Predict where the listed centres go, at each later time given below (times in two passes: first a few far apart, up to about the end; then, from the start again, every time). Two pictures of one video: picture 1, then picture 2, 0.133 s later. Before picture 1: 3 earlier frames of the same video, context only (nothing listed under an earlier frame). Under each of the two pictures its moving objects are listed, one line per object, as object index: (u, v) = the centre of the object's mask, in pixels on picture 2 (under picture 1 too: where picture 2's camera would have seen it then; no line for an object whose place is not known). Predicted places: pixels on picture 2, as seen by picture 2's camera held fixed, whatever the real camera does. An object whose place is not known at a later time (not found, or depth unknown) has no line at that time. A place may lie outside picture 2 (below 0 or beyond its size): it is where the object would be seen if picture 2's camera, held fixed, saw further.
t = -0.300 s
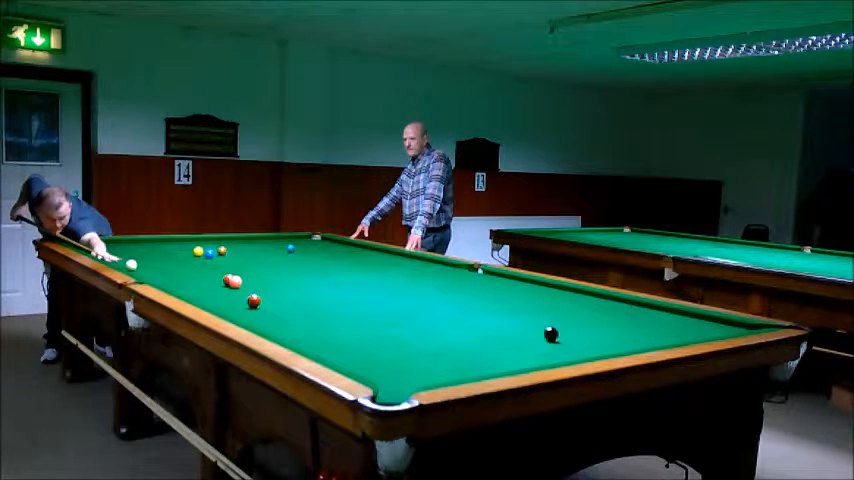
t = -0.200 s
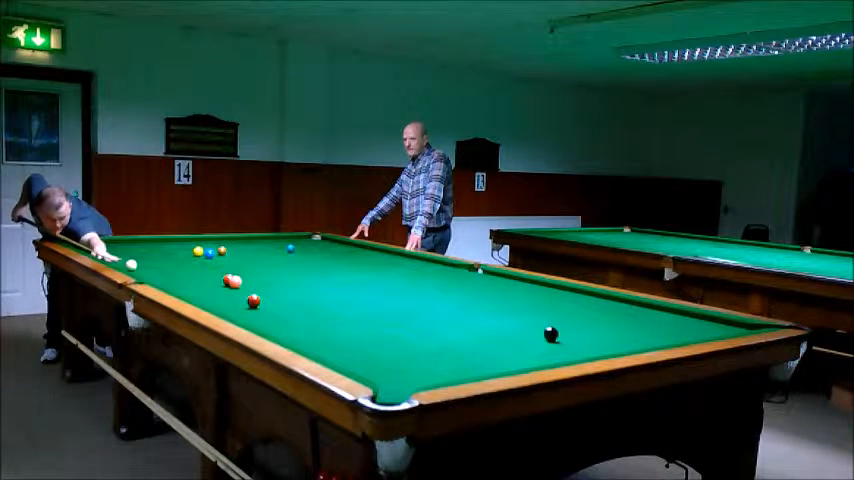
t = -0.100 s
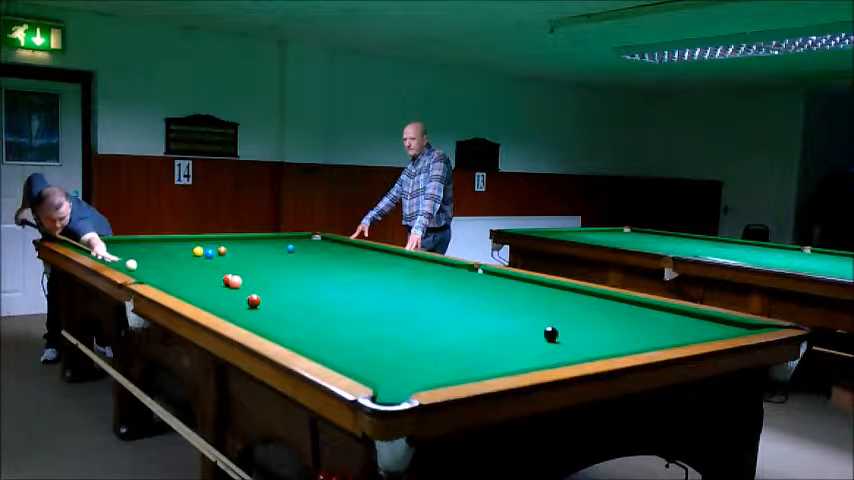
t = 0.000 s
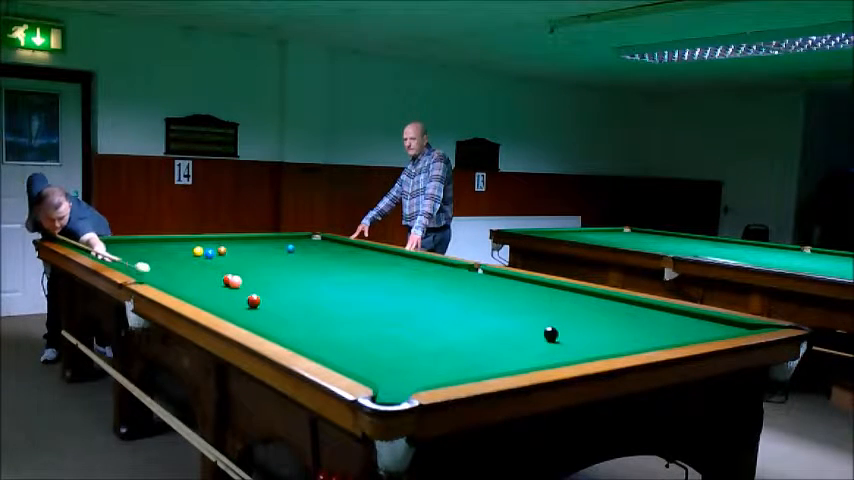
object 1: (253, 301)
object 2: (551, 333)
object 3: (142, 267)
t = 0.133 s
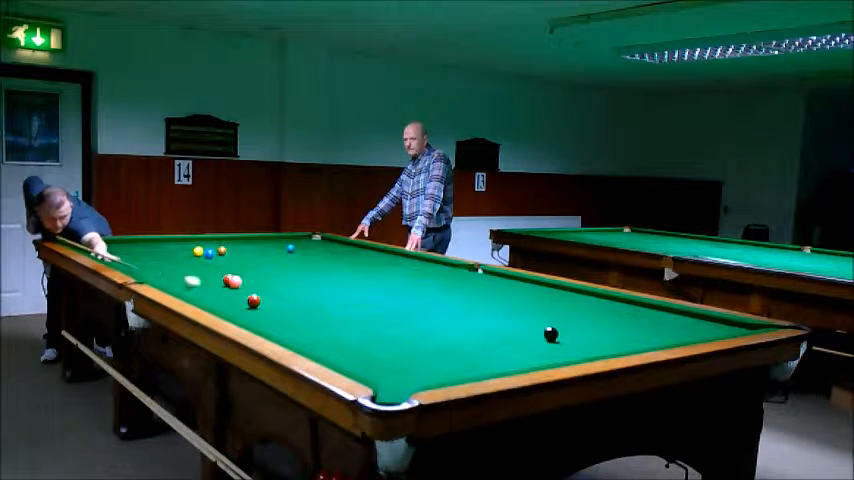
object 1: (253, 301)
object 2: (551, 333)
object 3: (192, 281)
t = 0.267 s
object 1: (254, 301)
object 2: (551, 333)
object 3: (245, 296)
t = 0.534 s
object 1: (312, 335)
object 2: (551, 333)
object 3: (295, 298)
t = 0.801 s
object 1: (382, 375)
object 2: (550, 332)
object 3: (336, 298)
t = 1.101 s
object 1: (414, 378)
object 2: (550, 332)
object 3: (380, 299)
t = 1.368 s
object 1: (453, 365)
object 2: (551, 333)
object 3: (416, 299)
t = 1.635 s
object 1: (485, 353)
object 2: (550, 332)
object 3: (449, 299)
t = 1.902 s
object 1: (511, 344)
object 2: (550, 333)
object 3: (480, 300)
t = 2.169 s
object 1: (534, 336)
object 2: (550, 333)
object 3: (508, 300)
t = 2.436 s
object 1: (535, 331)
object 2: (567, 331)
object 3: (535, 300)
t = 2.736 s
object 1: (531, 327)
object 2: (586, 329)
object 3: (561, 300)
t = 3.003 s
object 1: (528, 323)
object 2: (601, 328)
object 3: (583, 300)
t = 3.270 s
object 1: (526, 320)
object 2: (614, 327)
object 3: (602, 300)
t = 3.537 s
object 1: (524, 318)
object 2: (626, 326)
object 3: (620, 300)
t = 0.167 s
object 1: (253, 301)
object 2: (551, 333)
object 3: (205, 284)
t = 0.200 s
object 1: (253, 301)
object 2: (551, 333)
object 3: (218, 288)
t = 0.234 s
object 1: (253, 301)
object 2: (551, 333)
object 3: (232, 293)
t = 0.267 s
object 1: (254, 301)
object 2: (551, 333)
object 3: (245, 296)
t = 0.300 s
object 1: (259, 304)
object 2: (551, 333)
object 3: (254, 296)
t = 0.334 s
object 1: (266, 308)
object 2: (551, 333)
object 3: (261, 297)
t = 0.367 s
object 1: (274, 312)
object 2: (551, 333)
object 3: (266, 297)
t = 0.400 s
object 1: (281, 316)
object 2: (551, 333)
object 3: (272, 297)
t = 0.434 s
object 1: (289, 322)
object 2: (551, 333)
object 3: (278, 298)
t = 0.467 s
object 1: (297, 326)
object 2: (551, 333)
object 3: (283, 298)
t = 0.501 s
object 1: (304, 330)
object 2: (551, 333)
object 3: (289, 298)
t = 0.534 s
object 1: (312, 335)
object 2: (551, 333)
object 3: (295, 298)
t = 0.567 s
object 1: (320, 339)
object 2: (550, 333)
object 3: (300, 298)
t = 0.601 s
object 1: (327, 344)
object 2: (550, 333)
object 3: (305, 298)
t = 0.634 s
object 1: (336, 349)
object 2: (550, 333)
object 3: (310, 298)
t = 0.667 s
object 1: (344, 353)
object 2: (550, 333)
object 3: (315, 299)
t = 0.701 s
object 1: (353, 358)
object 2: (550, 333)
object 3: (320, 298)
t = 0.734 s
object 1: (362, 363)
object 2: (550, 333)
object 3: (326, 298)
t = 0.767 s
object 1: (372, 369)
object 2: (550, 332)
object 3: (331, 299)
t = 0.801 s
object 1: (382, 375)
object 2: (550, 332)
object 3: (336, 298)
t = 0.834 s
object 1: (393, 381)
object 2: (550, 332)
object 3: (341, 298)
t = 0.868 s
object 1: (404, 386)
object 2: (550, 332)
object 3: (346, 298)
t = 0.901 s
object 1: (399, 388)
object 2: (550, 332)
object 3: (351, 299)
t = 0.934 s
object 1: (386, 388)
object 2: (550, 332)
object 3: (356, 299)
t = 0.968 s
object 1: (392, 386)
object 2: (550, 332)
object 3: (361, 299)
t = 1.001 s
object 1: (398, 384)
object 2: (550, 332)
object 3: (365, 299)
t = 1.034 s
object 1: (403, 381)
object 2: (550, 332)
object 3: (370, 299)
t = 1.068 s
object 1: (408, 380)
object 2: (550, 332)
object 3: (375, 299)
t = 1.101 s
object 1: (414, 378)
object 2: (550, 332)
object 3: (380, 299)
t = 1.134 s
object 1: (419, 376)
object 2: (551, 333)
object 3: (384, 299)
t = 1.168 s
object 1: (424, 374)
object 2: (551, 333)
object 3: (389, 299)
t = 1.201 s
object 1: (429, 373)
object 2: (550, 333)
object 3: (393, 299)
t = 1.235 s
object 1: (434, 371)
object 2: (550, 333)
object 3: (398, 299)
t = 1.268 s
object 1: (439, 369)
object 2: (550, 333)
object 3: (402, 299)
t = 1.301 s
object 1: (444, 368)
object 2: (550, 333)
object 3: (407, 299)
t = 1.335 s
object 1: (448, 366)
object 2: (550, 333)
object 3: (411, 299)
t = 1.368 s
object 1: (453, 365)
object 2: (551, 333)
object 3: (416, 299)
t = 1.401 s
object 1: (457, 363)
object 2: (551, 333)
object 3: (420, 299)
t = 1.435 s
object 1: (461, 362)
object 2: (550, 332)
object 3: (424, 299)
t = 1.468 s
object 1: (465, 361)
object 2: (551, 333)
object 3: (428, 299)
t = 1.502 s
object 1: (470, 359)
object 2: (551, 333)
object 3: (433, 299)
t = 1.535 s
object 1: (473, 358)
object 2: (551, 333)
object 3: (437, 299)
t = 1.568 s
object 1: (477, 356)
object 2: (551, 333)
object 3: (441, 299)
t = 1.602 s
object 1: (481, 355)
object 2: (551, 333)
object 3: (445, 300)
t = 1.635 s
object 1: (485, 353)
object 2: (550, 332)
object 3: (449, 299)
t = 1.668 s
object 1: (488, 352)
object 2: (550, 332)
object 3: (453, 299)
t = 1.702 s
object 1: (492, 351)
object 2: (550, 332)
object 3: (457, 299)
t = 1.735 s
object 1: (495, 350)
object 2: (550, 332)
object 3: (461, 300)
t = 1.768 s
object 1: (498, 348)
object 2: (550, 332)
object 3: (465, 299)
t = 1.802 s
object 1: (502, 347)
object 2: (550, 332)
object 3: (469, 299)
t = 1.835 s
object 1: (505, 346)
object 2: (550, 333)
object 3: (473, 299)
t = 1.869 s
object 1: (508, 345)
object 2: (550, 333)
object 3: (476, 299)
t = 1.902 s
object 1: (511, 344)
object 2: (550, 333)
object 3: (480, 300)
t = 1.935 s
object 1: (514, 343)
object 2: (550, 333)
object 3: (483, 300)
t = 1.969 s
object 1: (517, 342)
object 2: (550, 333)
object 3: (487, 300)
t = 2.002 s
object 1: (520, 341)
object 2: (550, 333)
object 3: (491, 300)
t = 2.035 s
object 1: (523, 339)
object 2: (550, 332)
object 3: (495, 300)
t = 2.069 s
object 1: (526, 339)
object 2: (550, 332)
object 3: (498, 300)
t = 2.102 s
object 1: (529, 338)
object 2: (550, 332)
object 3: (502, 300)
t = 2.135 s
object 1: (532, 337)
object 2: (550, 333)
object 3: (505, 300)
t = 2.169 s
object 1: (534, 336)
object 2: (550, 333)
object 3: (508, 300)
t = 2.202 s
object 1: (537, 335)
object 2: (550, 333)
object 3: (512, 300)
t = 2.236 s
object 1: (537, 334)
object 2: (552, 332)
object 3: (515, 300)
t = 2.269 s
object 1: (537, 334)
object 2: (555, 332)
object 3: (519, 300)
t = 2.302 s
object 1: (537, 333)
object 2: (557, 332)
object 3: (522, 300)
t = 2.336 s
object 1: (536, 333)
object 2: (560, 332)
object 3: (525, 300)
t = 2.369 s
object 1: (536, 332)
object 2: (562, 331)
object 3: (528, 300)
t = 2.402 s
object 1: (535, 331)
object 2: (564, 331)
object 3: (531, 300)
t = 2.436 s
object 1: (535, 331)
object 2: (567, 331)
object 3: (535, 300)
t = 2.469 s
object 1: (534, 330)
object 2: (569, 331)
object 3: (537, 300)
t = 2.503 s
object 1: (534, 330)
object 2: (571, 331)
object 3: (541, 300)
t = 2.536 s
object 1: (534, 329)
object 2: (574, 330)
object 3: (544, 300)
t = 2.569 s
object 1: (533, 328)
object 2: (575, 330)
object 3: (547, 300)
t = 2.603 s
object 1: (533, 328)
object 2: (578, 330)
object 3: (550, 300)
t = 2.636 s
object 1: (532, 328)
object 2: (580, 330)
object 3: (553, 300)
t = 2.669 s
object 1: (532, 327)
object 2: (582, 330)
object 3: (555, 300)
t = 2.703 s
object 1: (531, 327)
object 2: (584, 330)
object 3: (558, 300)
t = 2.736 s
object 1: (531, 327)
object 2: (586, 329)
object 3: (561, 300)
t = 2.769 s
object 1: (531, 326)
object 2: (588, 329)
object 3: (564, 300)
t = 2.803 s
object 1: (531, 326)
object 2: (590, 329)
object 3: (567, 300)
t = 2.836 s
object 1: (530, 325)
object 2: (592, 329)
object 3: (569, 300)
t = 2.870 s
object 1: (530, 324)
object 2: (594, 329)
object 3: (572, 300)
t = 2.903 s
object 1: (530, 324)
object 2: (596, 329)
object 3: (575, 300)
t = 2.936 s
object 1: (529, 324)
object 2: (598, 329)
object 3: (577, 300)
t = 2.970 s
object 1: (529, 323)
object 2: (600, 328)
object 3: (579, 300)
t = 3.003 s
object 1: (528, 323)
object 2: (601, 328)
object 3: (583, 300)
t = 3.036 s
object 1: (528, 323)
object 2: (603, 328)
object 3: (585, 300)
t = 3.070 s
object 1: (528, 322)
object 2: (605, 328)
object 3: (588, 300)
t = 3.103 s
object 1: (527, 321)
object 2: (607, 328)
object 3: (590, 300)
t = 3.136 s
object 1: (527, 321)
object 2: (608, 328)
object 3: (592, 300)
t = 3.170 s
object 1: (527, 321)
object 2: (610, 327)
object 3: (595, 300)
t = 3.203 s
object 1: (527, 321)
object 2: (612, 327)
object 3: (597, 300)
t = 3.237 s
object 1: (526, 320)
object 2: (613, 327)
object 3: (600, 300)
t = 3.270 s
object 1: (526, 320)
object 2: (614, 327)
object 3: (602, 300)
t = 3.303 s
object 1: (526, 320)
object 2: (616, 327)
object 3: (604, 300)
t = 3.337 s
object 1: (526, 320)
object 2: (617, 327)
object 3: (607, 300)
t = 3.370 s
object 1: (526, 320)
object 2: (619, 327)
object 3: (609, 300)
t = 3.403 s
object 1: (526, 319)
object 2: (620, 326)
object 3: (611, 300)
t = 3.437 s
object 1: (525, 319)
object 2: (622, 326)
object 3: (613, 300)
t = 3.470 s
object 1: (525, 319)
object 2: (623, 326)
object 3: (616, 300)
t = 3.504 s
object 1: (525, 318)
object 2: (624, 326)
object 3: (617, 300)
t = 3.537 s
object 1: (524, 318)
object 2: (626, 326)
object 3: (620, 300)
